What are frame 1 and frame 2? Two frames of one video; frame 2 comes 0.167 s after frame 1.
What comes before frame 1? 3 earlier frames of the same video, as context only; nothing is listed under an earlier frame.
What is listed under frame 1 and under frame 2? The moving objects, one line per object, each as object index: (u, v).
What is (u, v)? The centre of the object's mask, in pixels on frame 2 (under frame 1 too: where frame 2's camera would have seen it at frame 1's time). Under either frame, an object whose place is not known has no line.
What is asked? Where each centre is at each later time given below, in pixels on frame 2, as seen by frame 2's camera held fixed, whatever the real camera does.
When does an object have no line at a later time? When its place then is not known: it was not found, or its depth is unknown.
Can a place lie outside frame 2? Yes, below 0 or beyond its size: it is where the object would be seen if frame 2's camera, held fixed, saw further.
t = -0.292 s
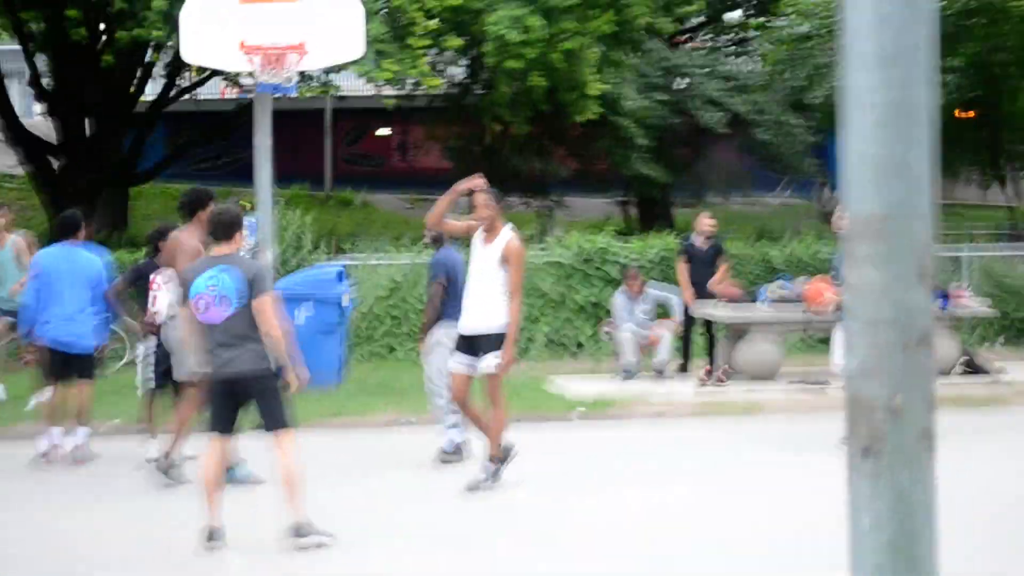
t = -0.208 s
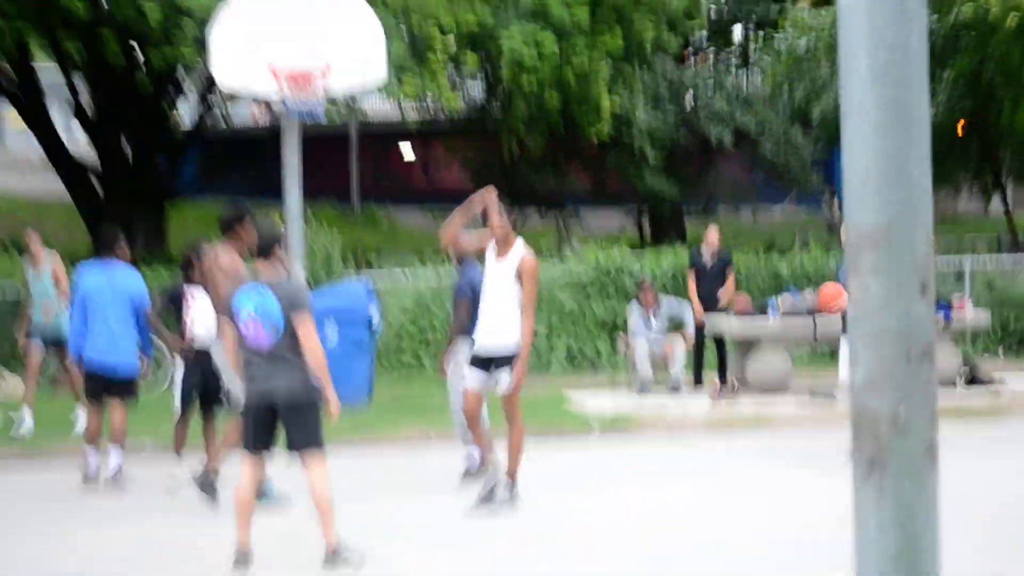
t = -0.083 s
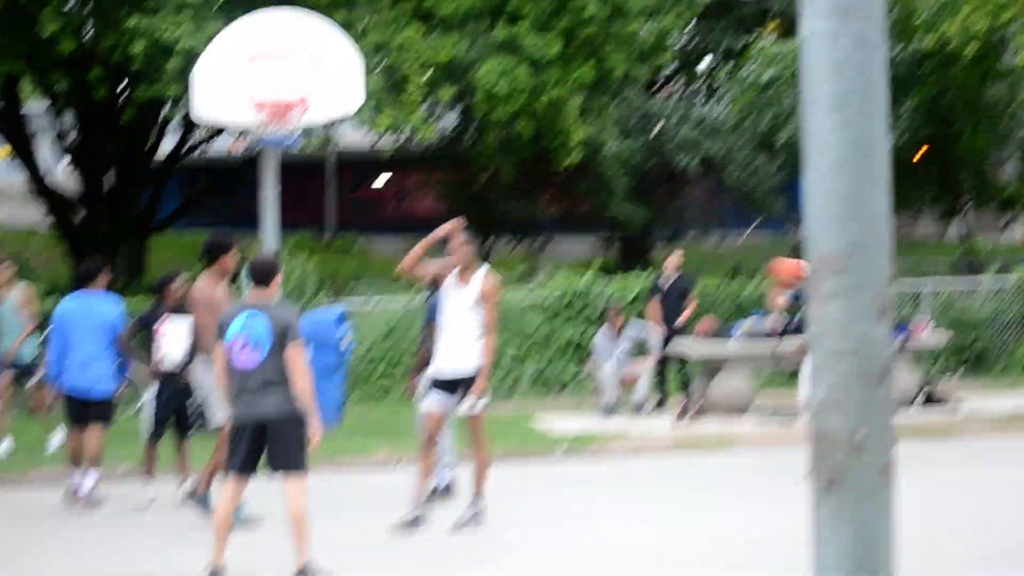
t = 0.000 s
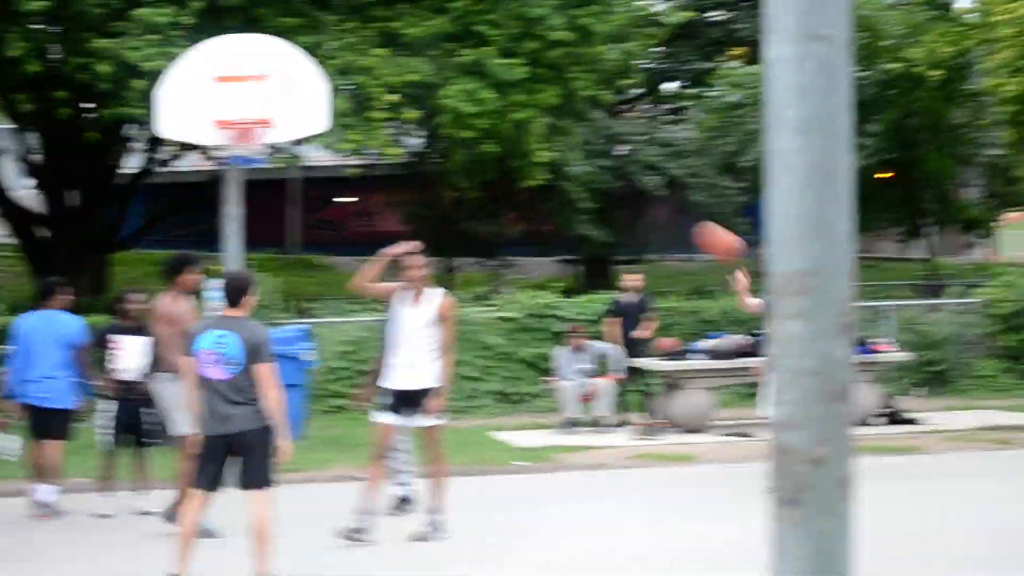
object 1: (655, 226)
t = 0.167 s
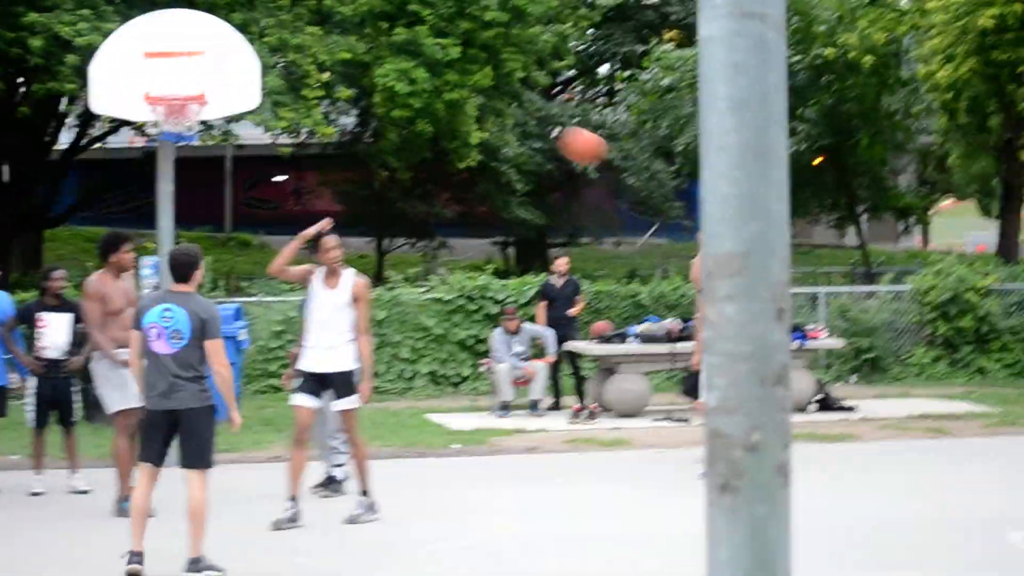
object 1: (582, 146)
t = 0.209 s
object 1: (561, 128)
